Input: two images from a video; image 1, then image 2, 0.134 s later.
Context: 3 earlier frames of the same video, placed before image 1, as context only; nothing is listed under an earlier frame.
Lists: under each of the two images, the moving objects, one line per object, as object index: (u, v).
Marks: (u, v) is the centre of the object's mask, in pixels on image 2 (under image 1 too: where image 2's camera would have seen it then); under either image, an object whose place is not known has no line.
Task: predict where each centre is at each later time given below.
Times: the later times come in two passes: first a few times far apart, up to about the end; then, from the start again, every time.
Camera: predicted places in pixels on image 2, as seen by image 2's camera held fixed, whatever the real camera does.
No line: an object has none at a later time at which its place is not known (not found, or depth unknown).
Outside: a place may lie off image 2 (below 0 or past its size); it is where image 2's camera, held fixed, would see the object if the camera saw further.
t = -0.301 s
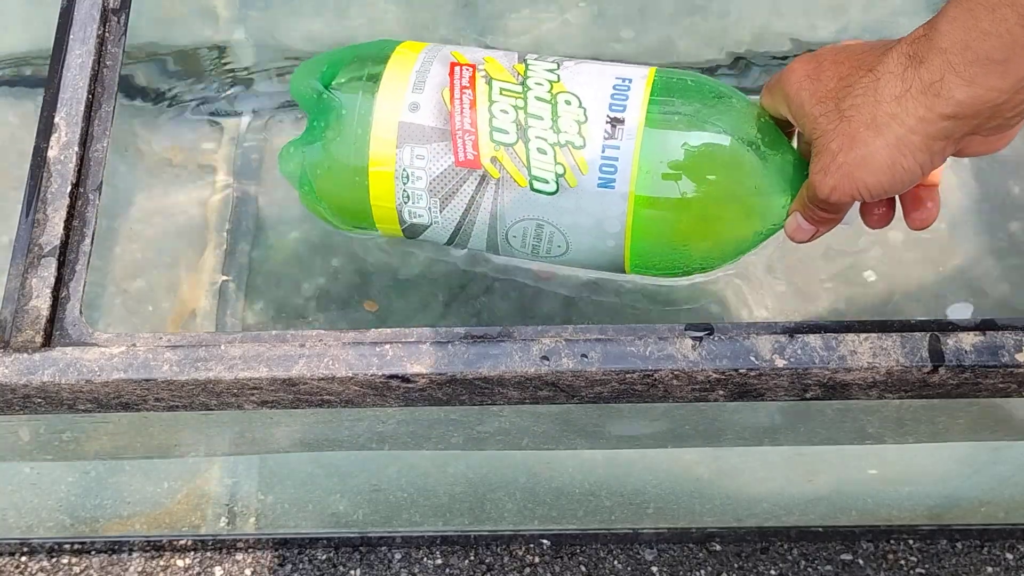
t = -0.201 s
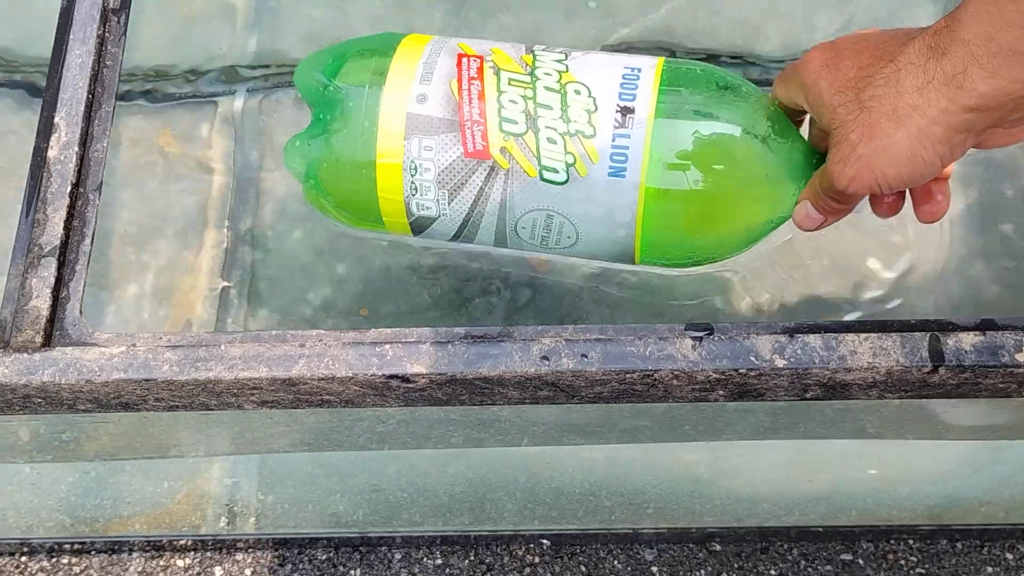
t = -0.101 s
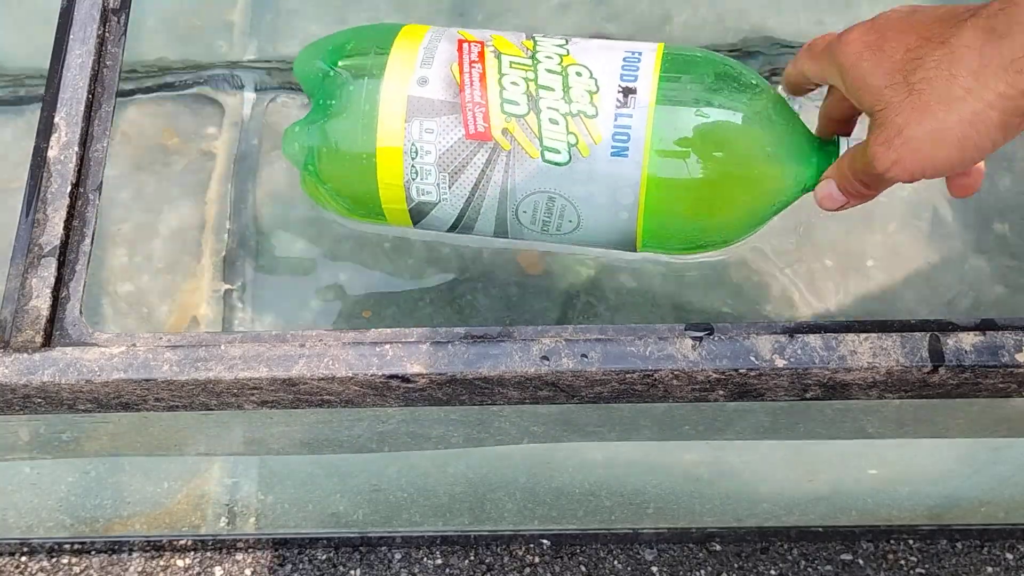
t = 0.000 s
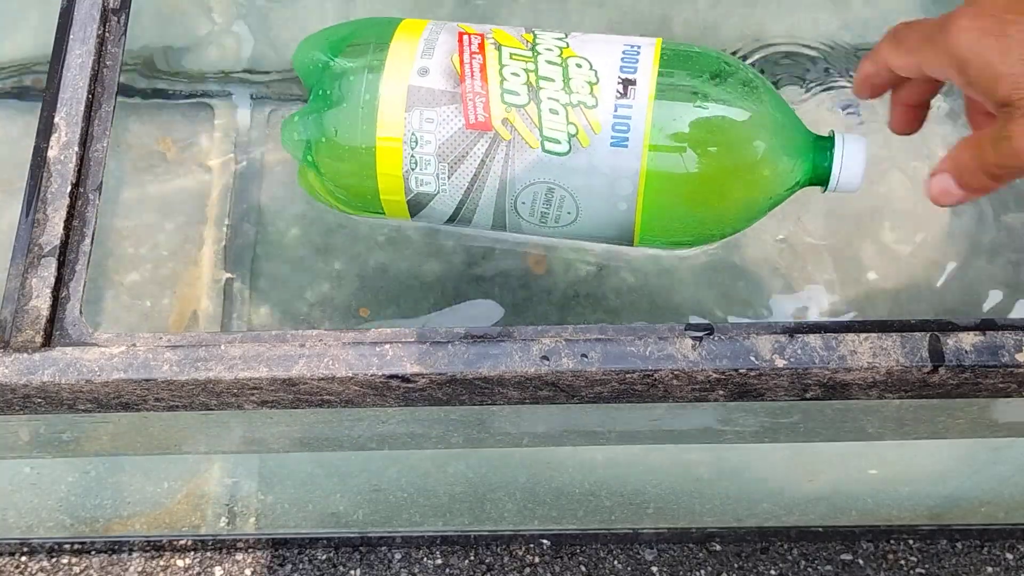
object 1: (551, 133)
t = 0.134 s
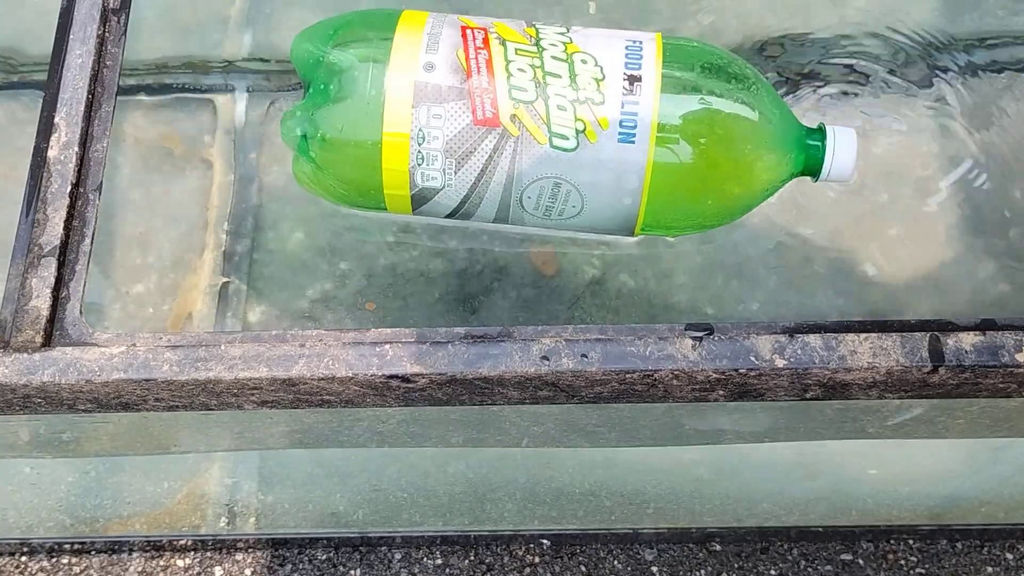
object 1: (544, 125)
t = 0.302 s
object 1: (539, 111)
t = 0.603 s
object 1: (557, 99)
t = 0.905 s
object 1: (573, 89)
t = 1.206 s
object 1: (580, 81)
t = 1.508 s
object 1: (582, 75)
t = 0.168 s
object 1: (542, 122)
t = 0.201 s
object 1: (540, 119)
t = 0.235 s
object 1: (539, 116)
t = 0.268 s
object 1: (538, 113)
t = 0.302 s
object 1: (539, 111)
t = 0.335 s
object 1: (540, 109)
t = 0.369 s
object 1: (542, 108)
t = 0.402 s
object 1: (545, 106)
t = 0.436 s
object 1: (548, 105)
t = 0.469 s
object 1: (550, 103)
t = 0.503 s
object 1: (553, 102)
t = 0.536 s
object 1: (554, 101)
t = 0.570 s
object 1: (555, 100)
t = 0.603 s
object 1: (557, 99)
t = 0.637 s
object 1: (558, 98)
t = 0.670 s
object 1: (559, 96)
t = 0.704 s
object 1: (563, 94)
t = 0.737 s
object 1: (566, 93)
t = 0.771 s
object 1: (569, 92)
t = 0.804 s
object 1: (572, 90)
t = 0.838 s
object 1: (573, 90)
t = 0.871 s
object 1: (574, 90)
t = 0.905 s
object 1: (573, 89)
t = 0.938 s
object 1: (572, 89)
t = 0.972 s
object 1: (571, 89)
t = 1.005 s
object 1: (571, 88)
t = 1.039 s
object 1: (571, 88)
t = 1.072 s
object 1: (573, 87)
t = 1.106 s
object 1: (575, 85)
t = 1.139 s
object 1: (577, 84)
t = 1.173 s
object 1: (579, 83)
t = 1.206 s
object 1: (580, 81)
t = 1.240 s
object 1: (581, 80)
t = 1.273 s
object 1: (582, 79)
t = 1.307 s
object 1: (582, 78)
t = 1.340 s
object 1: (581, 78)
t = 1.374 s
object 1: (581, 77)
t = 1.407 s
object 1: (580, 77)
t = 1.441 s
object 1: (580, 76)
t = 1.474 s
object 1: (581, 75)
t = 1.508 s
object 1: (582, 75)
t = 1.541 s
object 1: (583, 74)
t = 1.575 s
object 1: (585, 74)
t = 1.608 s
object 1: (588, 73)
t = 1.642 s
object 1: (590, 72)
